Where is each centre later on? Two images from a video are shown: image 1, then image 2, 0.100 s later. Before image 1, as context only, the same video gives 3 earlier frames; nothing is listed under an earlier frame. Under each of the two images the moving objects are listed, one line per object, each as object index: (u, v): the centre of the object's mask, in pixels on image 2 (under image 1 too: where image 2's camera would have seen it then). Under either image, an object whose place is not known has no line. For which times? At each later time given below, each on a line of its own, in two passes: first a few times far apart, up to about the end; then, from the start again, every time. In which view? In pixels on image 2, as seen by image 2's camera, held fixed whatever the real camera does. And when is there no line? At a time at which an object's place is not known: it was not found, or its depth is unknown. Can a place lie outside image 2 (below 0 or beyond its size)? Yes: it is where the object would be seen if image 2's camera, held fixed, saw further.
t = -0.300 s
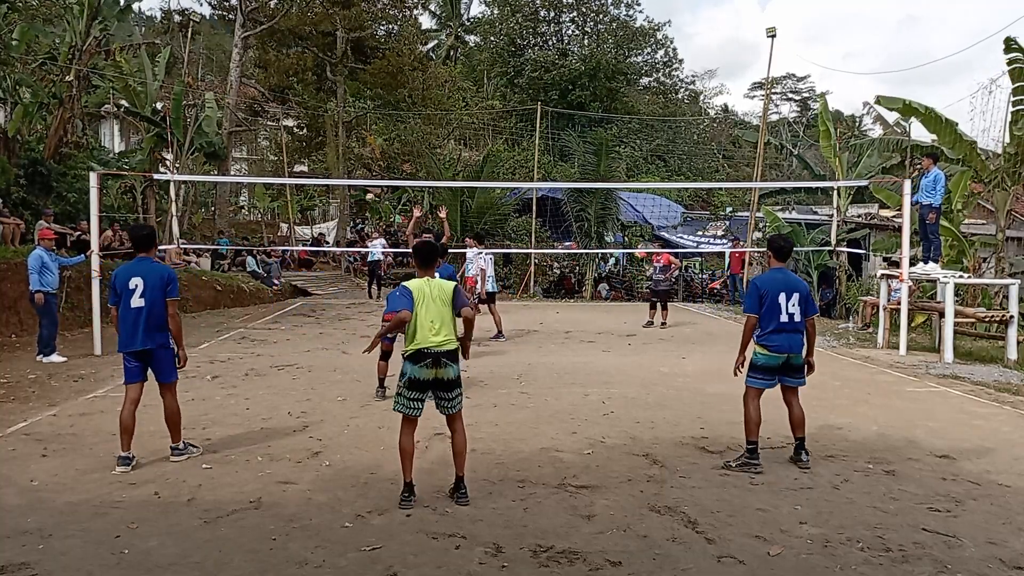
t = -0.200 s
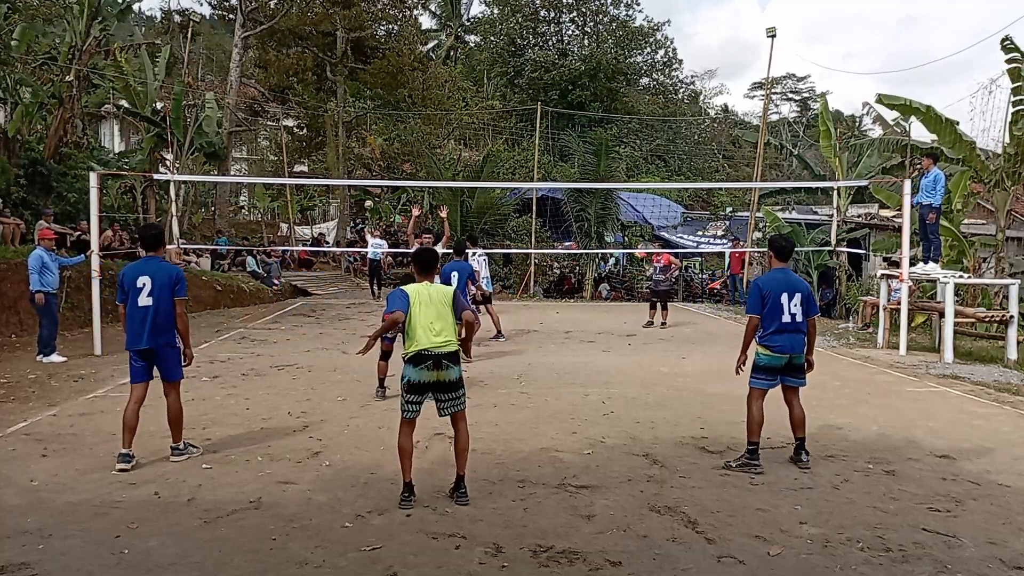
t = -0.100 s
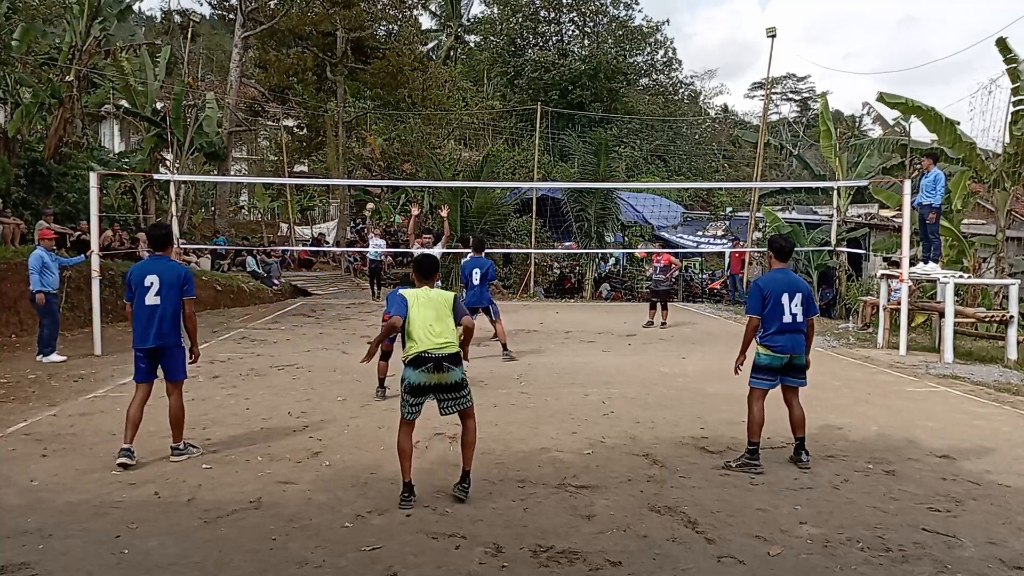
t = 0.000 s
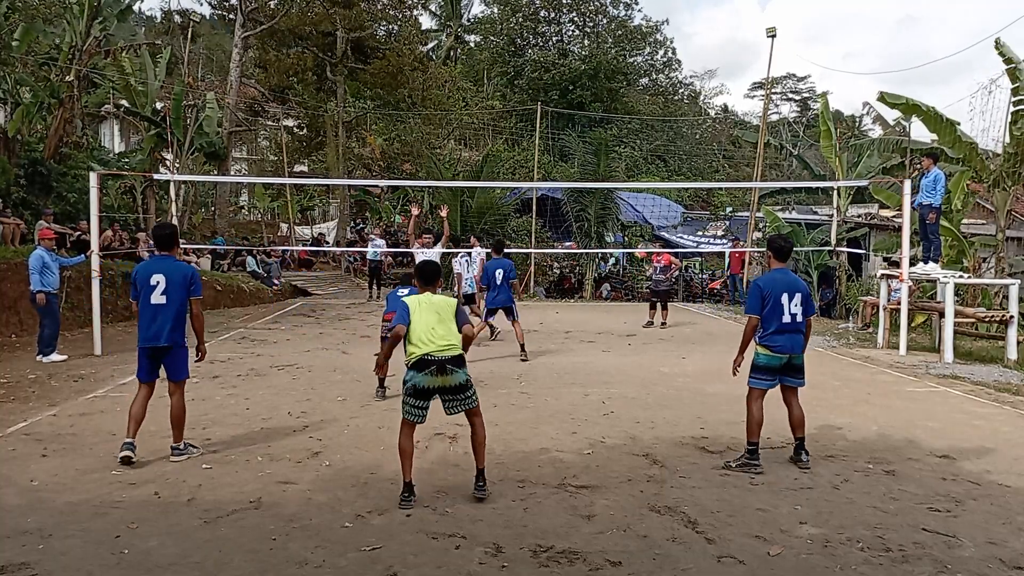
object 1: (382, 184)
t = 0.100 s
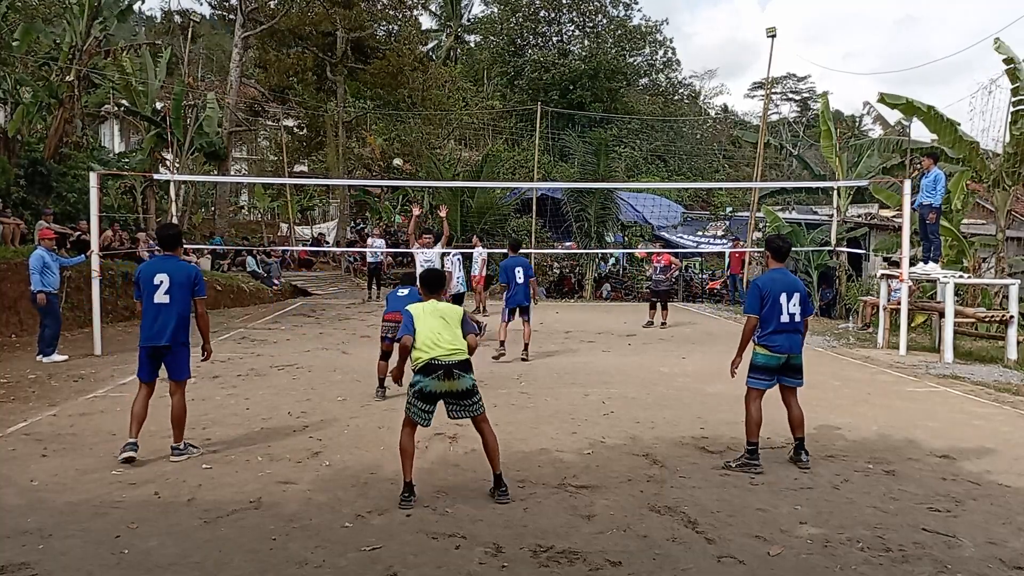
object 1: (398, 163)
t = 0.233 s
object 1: (421, 138)
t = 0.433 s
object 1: (467, 112)
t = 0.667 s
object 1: (543, 114)
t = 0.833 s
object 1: (620, 144)
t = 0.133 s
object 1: (403, 157)
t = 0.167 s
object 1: (409, 150)
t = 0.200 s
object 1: (415, 144)
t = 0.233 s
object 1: (421, 138)
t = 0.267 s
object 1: (428, 132)
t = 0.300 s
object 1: (435, 127)
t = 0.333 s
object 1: (442, 123)
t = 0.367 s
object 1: (450, 119)
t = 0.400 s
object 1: (458, 115)
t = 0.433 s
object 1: (467, 112)
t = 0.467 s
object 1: (476, 110)
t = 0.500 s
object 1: (486, 107)
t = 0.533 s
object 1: (497, 108)
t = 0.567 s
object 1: (507, 109)
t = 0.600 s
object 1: (518, 110)
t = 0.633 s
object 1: (530, 111)
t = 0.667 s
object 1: (543, 114)
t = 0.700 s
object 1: (556, 117)
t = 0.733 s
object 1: (570, 122)
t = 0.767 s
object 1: (586, 127)
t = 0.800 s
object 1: (602, 135)
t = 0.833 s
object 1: (620, 144)
